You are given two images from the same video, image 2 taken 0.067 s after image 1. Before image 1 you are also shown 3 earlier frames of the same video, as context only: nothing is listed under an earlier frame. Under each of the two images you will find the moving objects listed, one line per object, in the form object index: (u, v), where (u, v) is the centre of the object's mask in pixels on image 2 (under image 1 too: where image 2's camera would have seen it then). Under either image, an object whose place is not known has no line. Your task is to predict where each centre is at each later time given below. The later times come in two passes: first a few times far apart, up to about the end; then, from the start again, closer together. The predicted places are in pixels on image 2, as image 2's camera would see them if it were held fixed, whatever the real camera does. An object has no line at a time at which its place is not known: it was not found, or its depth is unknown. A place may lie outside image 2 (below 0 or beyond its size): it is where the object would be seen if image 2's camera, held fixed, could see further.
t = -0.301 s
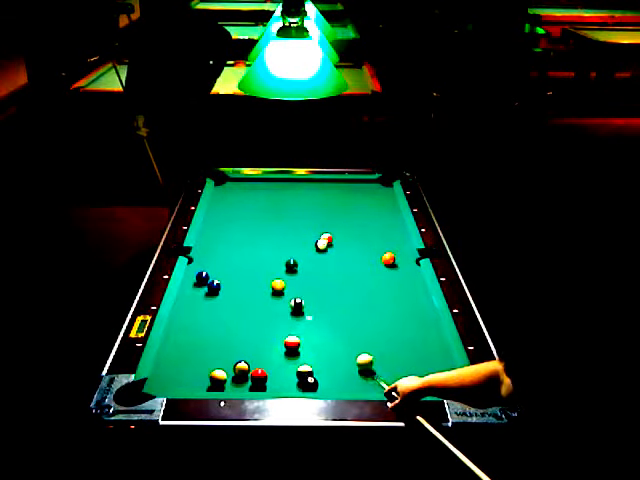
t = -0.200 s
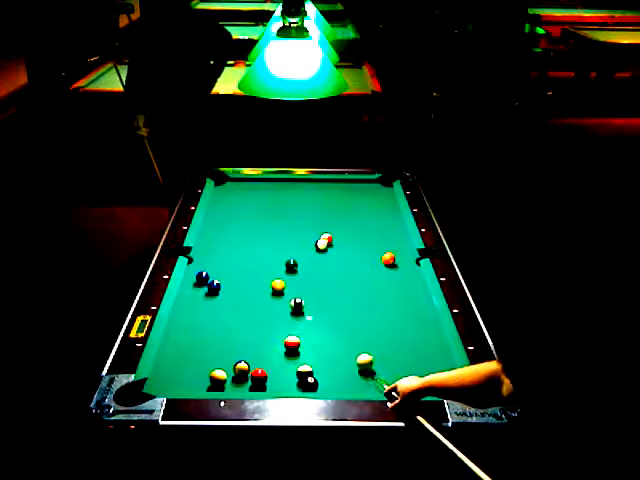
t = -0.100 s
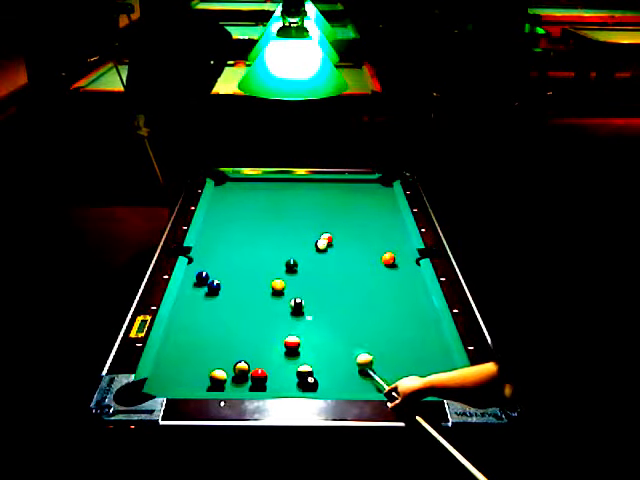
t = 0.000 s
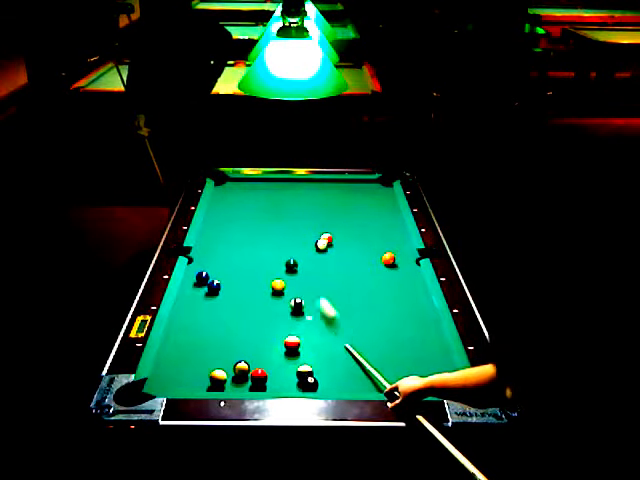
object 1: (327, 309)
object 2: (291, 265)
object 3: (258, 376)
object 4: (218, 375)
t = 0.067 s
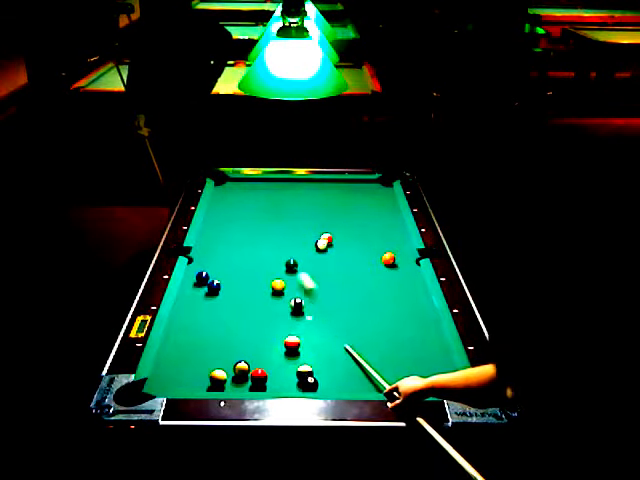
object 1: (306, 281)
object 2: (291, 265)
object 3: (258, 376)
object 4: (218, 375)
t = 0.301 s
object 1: (308, 270)
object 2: (244, 214)
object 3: (259, 376)
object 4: (218, 376)
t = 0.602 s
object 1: (326, 279)
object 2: (227, 183)
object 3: (258, 376)
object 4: (218, 376)
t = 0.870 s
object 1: (341, 286)
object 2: (228, 198)
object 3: (259, 376)
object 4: (218, 376)
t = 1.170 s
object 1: (358, 295)
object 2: (227, 217)
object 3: (258, 376)
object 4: (218, 376)
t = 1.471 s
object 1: (375, 303)
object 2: (228, 237)
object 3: (258, 376)
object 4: (218, 376)
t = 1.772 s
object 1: (390, 311)
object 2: (228, 258)
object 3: (258, 376)
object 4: (218, 376)
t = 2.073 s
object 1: (404, 318)
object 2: (228, 282)
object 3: (258, 376)
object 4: (218, 376)
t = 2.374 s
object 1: (418, 326)
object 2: (228, 308)
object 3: (258, 376)
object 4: (218, 376)
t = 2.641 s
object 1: (429, 331)
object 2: (229, 334)
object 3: (258, 376)
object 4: (218, 376)
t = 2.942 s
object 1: (437, 337)
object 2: (226, 363)
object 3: (259, 375)
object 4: (218, 376)
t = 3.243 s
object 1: (434, 340)
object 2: (211, 370)
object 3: (271, 380)
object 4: (211, 385)
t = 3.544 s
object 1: (433, 343)
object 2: (199, 373)
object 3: (281, 385)
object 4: (213, 383)
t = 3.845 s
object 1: (431, 345)
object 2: (190, 375)
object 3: (288, 386)
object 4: (214, 376)
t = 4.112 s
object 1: (431, 345)
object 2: (184, 376)
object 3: (292, 385)
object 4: (214, 373)
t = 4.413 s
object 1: (432, 345)
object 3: (292, 385)
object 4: (215, 371)
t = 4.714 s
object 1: (432, 345)
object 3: (292, 385)
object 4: (215, 370)
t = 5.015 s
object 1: (432, 345)
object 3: (292, 385)
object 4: (215, 370)
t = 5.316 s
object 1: (432, 345)
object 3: (292, 385)
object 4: (215, 370)
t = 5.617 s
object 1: (432, 345)
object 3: (292, 384)
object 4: (215, 370)
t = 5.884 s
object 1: (432, 345)
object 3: (292, 384)
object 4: (215, 370)
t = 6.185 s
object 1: (432, 345)
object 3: (292, 384)
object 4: (216, 369)
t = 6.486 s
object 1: (432, 345)
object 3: (292, 384)
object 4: (216, 369)
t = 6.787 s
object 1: (432, 345)
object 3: (293, 384)
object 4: (216, 370)
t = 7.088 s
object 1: (431, 345)
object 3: (292, 384)
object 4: (215, 370)
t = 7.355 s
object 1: (432, 346)
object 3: (292, 384)
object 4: (215, 370)
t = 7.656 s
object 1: (432, 345)
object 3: (293, 384)
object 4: (215, 370)
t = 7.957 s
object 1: (432, 346)
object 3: (293, 384)
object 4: (215, 370)
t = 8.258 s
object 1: (432, 346)
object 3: (292, 384)
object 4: (215, 370)
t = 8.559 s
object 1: (432, 346)
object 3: (292, 384)
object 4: (215, 371)
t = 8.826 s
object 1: (432, 346)
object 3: (292, 384)
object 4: (215, 370)
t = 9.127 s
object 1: (432, 345)
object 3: (292, 384)
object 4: (215, 370)
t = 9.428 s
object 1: (432, 345)
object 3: (292, 384)
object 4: (215, 370)
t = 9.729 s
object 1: (432, 345)
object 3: (293, 384)
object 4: (215, 371)
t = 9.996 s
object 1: (431, 345)
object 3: (292, 385)
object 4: (215, 371)
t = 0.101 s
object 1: (299, 271)
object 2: (289, 264)
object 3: (258, 376)
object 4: (218, 376)
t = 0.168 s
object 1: (300, 268)
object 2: (273, 246)
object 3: (259, 376)
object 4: (218, 376)
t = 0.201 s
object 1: (302, 268)
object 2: (264, 237)
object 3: (259, 376)
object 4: (218, 376)
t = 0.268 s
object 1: (305, 269)
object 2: (249, 221)
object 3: (259, 376)
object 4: (218, 376)
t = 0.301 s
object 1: (308, 270)
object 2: (244, 214)
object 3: (259, 376)
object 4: (218, 376)
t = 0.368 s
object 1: (311, 272)
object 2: (231, 202)
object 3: (259, 376)
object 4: (218, 376)
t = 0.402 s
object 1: (313, 273)
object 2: (227, 197)
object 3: (259, 376)
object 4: (218, 376)
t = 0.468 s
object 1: (318, 275)
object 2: (218, 187)
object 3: (259, 376)
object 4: (218, 376)
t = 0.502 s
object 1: (319, 276)
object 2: (222, 183)
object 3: (259, 376)
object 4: (218, 376)
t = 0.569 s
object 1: (323, 278)
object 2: (228, 181)
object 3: (258, 376)
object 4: (218, 376)
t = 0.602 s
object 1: (326, 279)
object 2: (227, 183)
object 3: (258, 376)
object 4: (218, 376)
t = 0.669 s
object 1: (329, 281)
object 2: (228, 187)
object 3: (258, 376)
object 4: (218, 376)
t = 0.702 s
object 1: (331, 282)
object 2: (228, 188)
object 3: (258, 376)
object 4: (218, 376)
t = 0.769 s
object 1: (335, 284)
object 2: (227, 192)
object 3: (259, 376)
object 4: (218, 376)
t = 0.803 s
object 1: (337, 285)
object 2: (227, 195)
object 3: (259, 376)
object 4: (218, 376)
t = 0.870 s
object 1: (341, 286)
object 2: (228, 198)
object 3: (259, 376)
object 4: (218, 376)
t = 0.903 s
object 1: (343, 287)
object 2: (227, 201)
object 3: (259, 376)
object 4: (218, 376)
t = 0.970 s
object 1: (347, 289)
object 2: (227, 204)
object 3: (259, 376)
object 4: (218, 376)
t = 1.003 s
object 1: (349, 290)
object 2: (228, 206)
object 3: (259, 376)
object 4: (218, 376)
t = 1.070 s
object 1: (353, 292)
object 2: (227, 210)
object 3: (259, 376)
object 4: (218, 376)
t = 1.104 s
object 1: (355, 293)
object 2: (227, 213)
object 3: (259, 376)
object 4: (218, 376)
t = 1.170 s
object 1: (358, 295)
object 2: (227, 217)
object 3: (258, 376)
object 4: (218, 376)
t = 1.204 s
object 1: (360, 296)
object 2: (228, 219)
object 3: (258, 376)
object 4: (218, 376)
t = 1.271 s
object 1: (364, 297)
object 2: (228, 223)
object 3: (258, 376)
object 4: (218, 376)
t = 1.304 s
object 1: (365, 298)
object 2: (228, 225)
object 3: (258, 376)
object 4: (218, 376)
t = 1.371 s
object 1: (369, 300)
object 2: (228, 230)
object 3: (258, 376)
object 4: (218, 376)
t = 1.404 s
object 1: (371, 301)
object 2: (228, 232)
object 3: (258, 376)
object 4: (218, 376)
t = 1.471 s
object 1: (375, 303)
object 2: (228, 237)
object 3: (258, 376)
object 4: (218, 376)
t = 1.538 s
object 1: (378, 305)
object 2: (228, 241)
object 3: (258, 376)
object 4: (218, 376)
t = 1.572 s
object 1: (380, 305)
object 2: (228, 244)
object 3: (258, 376)
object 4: (218, 376)
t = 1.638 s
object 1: (383, 307)
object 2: (228, 248)
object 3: (258, 376)
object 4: (218, 376)
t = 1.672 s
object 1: (385, 308)
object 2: (227, 251)
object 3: (258, 376)
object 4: (218, 376)
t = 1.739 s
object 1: (389, 310)
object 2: (228, 256)
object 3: (258, 376)
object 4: (218, 376)
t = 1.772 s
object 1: (390, 311)
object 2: (228, 258)
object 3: (258, 376)
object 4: (218, 376)
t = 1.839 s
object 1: (393, 312)
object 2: (227, 263)
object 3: (258, 376)
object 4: (218, 376)
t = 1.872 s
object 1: (395, 313)
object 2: (228, 266)
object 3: (258, 376)
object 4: (218, 376)
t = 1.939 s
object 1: (398, 315)
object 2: (228, 271)
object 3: (258, 376)
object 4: (218, 376)
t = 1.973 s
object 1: (400, 316)
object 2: (228, 274)
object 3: (258, 376)
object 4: (218, 376)
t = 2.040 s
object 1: (403, 318)
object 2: (228, 280)
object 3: (258, 376)
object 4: (218, 376)
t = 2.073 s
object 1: (404, 318)
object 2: (228, 282)
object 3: (258, 376)
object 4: (218, 376)
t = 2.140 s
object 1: (408, 320)
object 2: (228, 288)
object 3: (258, 376)
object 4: (218, 376)
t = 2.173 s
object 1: (409, 321)
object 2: (228, 290)
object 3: (258, 376)
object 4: (218, 376)
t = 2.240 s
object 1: (412, 322)
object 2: (228, 297)
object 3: (258, 376)
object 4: (218, 376)
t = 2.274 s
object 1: (413, 323)
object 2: (228, 300)
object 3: (258, 376)
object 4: (218, 376)
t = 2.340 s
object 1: (416, 325)
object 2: (228, 306)
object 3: (258, 376)
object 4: (218, 376)
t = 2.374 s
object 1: (418, 326)
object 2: (228, 308)
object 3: (258, 376)
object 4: (218, 376)
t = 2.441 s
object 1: (420, 327)
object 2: (228, 315)
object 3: (258, 376)
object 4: (218, 376)
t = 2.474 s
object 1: (422, 328)
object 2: (228, 318)
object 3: (258, 376)
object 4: (218, 376)
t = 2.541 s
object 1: (424, 330)
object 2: (229, 324)
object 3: (258, 376)
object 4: (218, 376)
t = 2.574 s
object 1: (426, 330)
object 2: (229, 328)
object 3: (258, 376)
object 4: (218, 376)
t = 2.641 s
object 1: (429, 331)
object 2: (229, 334)
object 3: (258, 376)
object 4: (218, 376)
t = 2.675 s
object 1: (430, 332)
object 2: (229, 338)
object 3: (258, 376)
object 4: (218, 376)
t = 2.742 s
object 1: (432, 334)
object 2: (229, 345)
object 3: (258, 376)
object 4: (218, 376)
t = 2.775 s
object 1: (434, 334)
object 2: (229, 348)
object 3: (258, 376)
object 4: (218, 376)
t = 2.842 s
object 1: (436, 336)
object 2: (229, 355)
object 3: (258, 376)
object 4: (218, 376)
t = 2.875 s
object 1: (437, 336)
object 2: (229, 358)
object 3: (258, 376)
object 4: (218, 376)
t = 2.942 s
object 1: (437, 337)
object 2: (226, 363)
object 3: (259, 375)
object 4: (218, 376)
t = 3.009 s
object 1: (436, 338)
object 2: (222, 365)
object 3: (260, 377)
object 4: (217, 377)
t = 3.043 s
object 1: (436, 338)
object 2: (220, 366)
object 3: (262, 377)
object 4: (217, 378)
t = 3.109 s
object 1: (435, 339)
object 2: (216, 367)
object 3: (265, 379)
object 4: (215, 381)
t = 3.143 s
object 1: (435, 339)
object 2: (215, 368)
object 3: (266, 379)
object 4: (214, 382)
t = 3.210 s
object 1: (435, 340)
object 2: (212, 370)
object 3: (269, 381)
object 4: (211, 385)
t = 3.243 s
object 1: (434, 340)
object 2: (211, 370)
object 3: (271, 380)
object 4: (211, 385)
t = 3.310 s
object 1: (434, 341)
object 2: (208, 370)
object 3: (273, 382)
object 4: (210, 385)
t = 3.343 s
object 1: (433, 342)
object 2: (207, 371)
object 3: (274, 382)
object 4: (210, 384)
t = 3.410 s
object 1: (433, 342)
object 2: (204, 371)
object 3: (277, 384)
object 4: (214, 384)
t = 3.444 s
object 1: (433, 342)
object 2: (203, 371)
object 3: (278, 385)
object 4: (214, 384)
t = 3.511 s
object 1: (433, 343)
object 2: (200, 372)
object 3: (280, 385)
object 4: (213, 383)
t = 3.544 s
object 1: (433, 343)
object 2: (199, 373)
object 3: (281, 385)
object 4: (213, 383)
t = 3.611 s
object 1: (432, 344)
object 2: (197, 374)
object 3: (284, 386)
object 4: (214, 379)
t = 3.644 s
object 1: (432, 344)
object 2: (196, 375)
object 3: (285, 386)
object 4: (214, 379)
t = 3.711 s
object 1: (432, 344)
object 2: (194, 374)
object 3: (286, 386)
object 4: (214, 377)
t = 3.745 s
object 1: (432, 345)
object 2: (193, 374)
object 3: (287, 386)
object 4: (214, 377)
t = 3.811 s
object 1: (431, 344)
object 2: (191, 375)
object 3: (288, 386)
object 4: (214, 376)
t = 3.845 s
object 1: (431, 345)
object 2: (190, 375)
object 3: (288, 386)
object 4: (214, 376)
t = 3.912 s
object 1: (431, 345)
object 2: (189, 375)
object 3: (289, 386)
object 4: (214, 374)
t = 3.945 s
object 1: (431, 345)
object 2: (188, 376)
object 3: (289, 386)
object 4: (213, 375)
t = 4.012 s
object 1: (431, 345)
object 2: (187, 376)
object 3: (291, 385)
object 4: (214, 374)
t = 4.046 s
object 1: (431, 345)
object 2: (186, 376)
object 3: (291, 385)
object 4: (214, 374)
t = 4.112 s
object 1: (431, 345)
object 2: (184, 376)
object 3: (292, 385)
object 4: (214, 373)
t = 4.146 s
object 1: (432, 345)
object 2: (184, 377)
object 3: (292, 385)
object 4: (214, 372)
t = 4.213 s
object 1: (432, 346)
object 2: (183, 377)
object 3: (292, 385)
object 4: (214, 372)
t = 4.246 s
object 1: (432, 346)
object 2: (182, 377)
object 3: (292, 385)
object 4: (214, 372)
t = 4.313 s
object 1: (432, 345)
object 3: (292, 385)
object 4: (215, 372)
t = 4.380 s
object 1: (432, 345)
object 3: (292, 385)
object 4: (215, 372)
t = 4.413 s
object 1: (432, 345)
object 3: (292, 385)
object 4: (215, 371)
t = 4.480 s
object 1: (432, 345)
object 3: (292, 385)
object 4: (215, 371)
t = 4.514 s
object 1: (432, 346)
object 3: (292, 385)
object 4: (215, 371)
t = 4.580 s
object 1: (432, 345)
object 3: (292, 385)
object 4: (215, 370)
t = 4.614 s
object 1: (432, 345)
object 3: (292, 385)
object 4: (215, 370)
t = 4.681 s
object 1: (432, 346)
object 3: (292, 385)
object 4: (215, 370)
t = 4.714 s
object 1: (432, 345)
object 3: (292, 385)
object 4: (215, 370)
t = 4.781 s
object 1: (432, 346)
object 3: (292, 385)
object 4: (215, 370)
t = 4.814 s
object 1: (432, 346)
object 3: (292, 385)
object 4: (215, 370)
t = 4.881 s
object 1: (432, 345)
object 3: (292, 385)
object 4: (215, 370)
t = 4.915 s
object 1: (432, 346)
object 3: (292, 385)
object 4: (215, 370)
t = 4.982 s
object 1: (432, 345)
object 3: (292, 385)
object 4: (215, 370)
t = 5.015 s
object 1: (432, 345)
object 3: (292, 385)
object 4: (215, 370)
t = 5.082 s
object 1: (432, 345)
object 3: (292, 385)
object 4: (215, 370)
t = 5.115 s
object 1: (432, 345)
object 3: (292, 385)
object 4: (215, 370)
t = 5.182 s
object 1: (432, 345)
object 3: (292, 385)
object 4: (215, 370)
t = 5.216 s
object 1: (432, 345)
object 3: (292, 385)
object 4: (215, 370)
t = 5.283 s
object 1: (432, 345)
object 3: (292, 385)
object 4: (215, 370)
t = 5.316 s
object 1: (432, 345)
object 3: (292, 385)
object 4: (215, 370)
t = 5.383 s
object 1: (432, 345)
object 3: (292, 385)
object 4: (215, 370)
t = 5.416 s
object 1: (432, 345)
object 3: (292, 385)
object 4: (215, 370)
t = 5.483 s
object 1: (432, 345)
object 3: (292, 384)
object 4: (215, 370)
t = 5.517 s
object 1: (432, 345)
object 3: (292, 384)
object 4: (215, 370)
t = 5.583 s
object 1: (432, 345)
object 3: (292, 384)
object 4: (215, 370)
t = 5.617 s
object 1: (432, 345)
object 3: (292, 384)
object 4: (215, 370)
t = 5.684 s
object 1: (432, 345)
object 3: (292, 384)
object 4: (215, 370)
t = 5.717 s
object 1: (432, 345)
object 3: (292, 384)
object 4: (215, 370)
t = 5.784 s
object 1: (432, 345)
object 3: (292, 384)
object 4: (215, 370)
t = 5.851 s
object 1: (432, 345)
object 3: (292, 384)
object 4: (215, 370)
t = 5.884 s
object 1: (432, 345)
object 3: (292, 384)
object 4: (215, 370)
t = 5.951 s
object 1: (432, 345)
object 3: (292, 384)
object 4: (215, 370)
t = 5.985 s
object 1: (432, 345)
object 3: (292, 384)
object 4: (215, 370)
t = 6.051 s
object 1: (432, 345)
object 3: (292, 384)
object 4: (216, 370)
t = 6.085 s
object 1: (432, 345)
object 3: (292, 384)
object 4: (216, 370)
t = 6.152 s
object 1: (432, 345)
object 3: (292, 384)
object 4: (216, 370)
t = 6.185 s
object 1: (432, 345)
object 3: (292, 384)
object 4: (216, 369)
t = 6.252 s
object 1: (432, 345)
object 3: (292, 384)
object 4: (216, 369)
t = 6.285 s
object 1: (432, 345)
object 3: (292, 384)
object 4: (216, 369)
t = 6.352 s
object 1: (432, 345)
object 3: (292, 384)
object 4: (216, 369)
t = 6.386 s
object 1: (432, 345)
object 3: (292, 384)
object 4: (216, 369)
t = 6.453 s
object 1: (432, 345)
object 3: (292, 384)
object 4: (216, 369)
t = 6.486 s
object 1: (432, 345)
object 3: (292, 384)
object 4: (216, 369)
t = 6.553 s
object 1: (431, 345)
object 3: (292, 384)
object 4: (216, 369)
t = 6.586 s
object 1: (432, 346)
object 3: (293, 384)
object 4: (216, 370)
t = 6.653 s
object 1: (432, 346)
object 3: (293, 384)
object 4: (216, 370)
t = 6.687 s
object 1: (432, 346)
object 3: (293, 384)
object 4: (216, 370)
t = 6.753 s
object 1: (431, 345)
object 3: (293, 384)
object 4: (216, 369)
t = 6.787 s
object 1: (432, 345)
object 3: (293, 384)
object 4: (216, 370)
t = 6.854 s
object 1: (432, 345)
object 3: (293, 384)
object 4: (216, 370)
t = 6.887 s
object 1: (431, 345)
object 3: (293, 384)
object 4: (216, 370)
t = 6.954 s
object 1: (432, 346)
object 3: (293, 384)
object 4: (216, 370)
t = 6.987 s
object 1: (432, 346)
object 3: (293, 384)
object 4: (216, 370)
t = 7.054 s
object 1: (431, 345)
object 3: (293, 384)
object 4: (216, 370)
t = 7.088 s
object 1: (431, 345)
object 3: (292, 384)
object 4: (215, 370)
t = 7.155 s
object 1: (432, 346)
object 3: (292, 384)
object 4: (215, 370)
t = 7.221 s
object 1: (431, 345)
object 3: (292, 384)
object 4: (215, 370)
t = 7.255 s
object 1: (431, 345)
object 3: (292, 384)
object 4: (215, 370)
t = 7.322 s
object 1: (431, 345)
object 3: (292, 384)
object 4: (215, 370)
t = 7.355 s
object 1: (432, 346)
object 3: (292, 384)
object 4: (215, 370)
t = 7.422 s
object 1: (431, 345)
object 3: (292, 384)
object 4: (215, 370)
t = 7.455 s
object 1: (431, 345)
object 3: (292, 384)
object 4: (215, 370)
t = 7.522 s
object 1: (431, 345)
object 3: (292, 384)
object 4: (215, 370)
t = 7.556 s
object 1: (432, 345)
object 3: (292, 384)
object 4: (215, 370)
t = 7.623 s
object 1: (431, 345)
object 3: (293, 384)
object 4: (215, 370)
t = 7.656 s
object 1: (432, 345)
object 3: (293, 384)
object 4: (215, 370)
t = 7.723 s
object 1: (431, 345)
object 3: (293, 384)
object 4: (215, 370)
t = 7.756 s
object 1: (432, 345)
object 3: (293, 384)
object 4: (215, 370)
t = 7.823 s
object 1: (431, 345)
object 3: (293, 384)
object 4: (215, 370)
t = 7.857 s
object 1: (432, 345)
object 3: (293, 384)
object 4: (215, 370)
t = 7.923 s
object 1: (432, 345)
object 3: (293, 384)
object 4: (215, 370)
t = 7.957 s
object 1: (432, 346)
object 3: (293, 384)
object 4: (215, 370)
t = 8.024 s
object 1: (432, 345)
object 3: (293, 384)
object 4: (215, 370)
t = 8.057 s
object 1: (432, 346)
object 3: (293, 384)
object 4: (215, 370)
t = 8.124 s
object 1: (432, 345)
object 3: (293, 384)
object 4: (215, 370)
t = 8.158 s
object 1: (432, 346)
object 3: (292, 384)
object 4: (215, 370)
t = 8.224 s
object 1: (432, 345)
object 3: (292, 384)
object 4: (215, 370)
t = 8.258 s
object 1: (432, 346)
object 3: (292, 384)
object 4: (215, 370)
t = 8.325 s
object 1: (432, 345)
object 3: (292, 384)
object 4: (215, 370)
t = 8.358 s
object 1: (432, 345)
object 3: (292, 384)
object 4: (215, 370)
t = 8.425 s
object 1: (432, 345)
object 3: (292, 384)
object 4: (215, 370)
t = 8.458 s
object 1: (432, 345)
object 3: (292, 384)
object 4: (215, 370)
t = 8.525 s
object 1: (432, 346)
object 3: (292, 384)
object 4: (215, 371)
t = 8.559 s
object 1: (432, 346)
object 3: (292, 384)
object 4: (215, 371)
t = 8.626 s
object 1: (432, 345)
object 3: (292, 384)
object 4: (215, 371)
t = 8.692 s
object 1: (432, 345)
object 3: (293, 384)
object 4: (215, 370)
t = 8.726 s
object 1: (432, 345)
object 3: (293, 384)
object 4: (215, 370)
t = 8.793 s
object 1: (432, 345)
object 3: (292, 384)
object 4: (215, 370)
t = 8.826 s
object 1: (432, 346)
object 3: (292, 384)
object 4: (215, 370)
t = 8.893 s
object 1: (432, 345)
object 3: (292, 384)
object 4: (215, 370)
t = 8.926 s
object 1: (432, 345)
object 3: (292, 384)
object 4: (215, 370)
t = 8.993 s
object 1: (432, 345)
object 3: (292, 384)
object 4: (215, 370)
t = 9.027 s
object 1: (432, 346)
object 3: (292, 384)
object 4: (215, 370)
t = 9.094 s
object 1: (432, 345)
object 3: (292, 384)
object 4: (215, 370)
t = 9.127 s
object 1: (432, 345)
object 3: (292, 384)
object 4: (215, 370)
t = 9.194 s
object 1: (432, 345)
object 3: (292, 384)
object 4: (215, 370)
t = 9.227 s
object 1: (432, 345)
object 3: (292, 384)
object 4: (215, 370)
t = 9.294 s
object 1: (432, 345)
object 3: (292, 384)
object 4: (215, 370)
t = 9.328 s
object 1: (432, 345)
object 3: (292, 384)
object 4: (215, 370)
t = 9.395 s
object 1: (431, 345)
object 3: (292, 384)
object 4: (215, 370)
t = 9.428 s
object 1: (432, 345)
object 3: (292, 384)
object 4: (215, 370)
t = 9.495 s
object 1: (432, 345)
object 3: (292, 384)
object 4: (215, 370)
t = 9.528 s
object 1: (432, 345)
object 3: (292, 384)
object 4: (215, 370)
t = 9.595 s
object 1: (432, 345)
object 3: (292, 384)
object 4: (215, 370)
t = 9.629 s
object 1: (432, 345)
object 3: (292, 384)
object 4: (215, 371)
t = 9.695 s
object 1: (432, 345)
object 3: (293, 384)
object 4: (215, 371)
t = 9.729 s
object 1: (432, 345)
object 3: (293, 384)
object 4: (215, 371)
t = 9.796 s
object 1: (432, 346)
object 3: (293, 384)
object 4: (215, 371)
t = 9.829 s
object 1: (432, 346)
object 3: (293, 384)
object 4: (215, 371)
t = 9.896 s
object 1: (431, 345)
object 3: (292, 385)
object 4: (215, 371)
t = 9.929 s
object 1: (431, 345)
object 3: (292, 385)
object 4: (215, 371)
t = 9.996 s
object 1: (431, 345)
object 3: (292, 385)
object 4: (215, 371)
